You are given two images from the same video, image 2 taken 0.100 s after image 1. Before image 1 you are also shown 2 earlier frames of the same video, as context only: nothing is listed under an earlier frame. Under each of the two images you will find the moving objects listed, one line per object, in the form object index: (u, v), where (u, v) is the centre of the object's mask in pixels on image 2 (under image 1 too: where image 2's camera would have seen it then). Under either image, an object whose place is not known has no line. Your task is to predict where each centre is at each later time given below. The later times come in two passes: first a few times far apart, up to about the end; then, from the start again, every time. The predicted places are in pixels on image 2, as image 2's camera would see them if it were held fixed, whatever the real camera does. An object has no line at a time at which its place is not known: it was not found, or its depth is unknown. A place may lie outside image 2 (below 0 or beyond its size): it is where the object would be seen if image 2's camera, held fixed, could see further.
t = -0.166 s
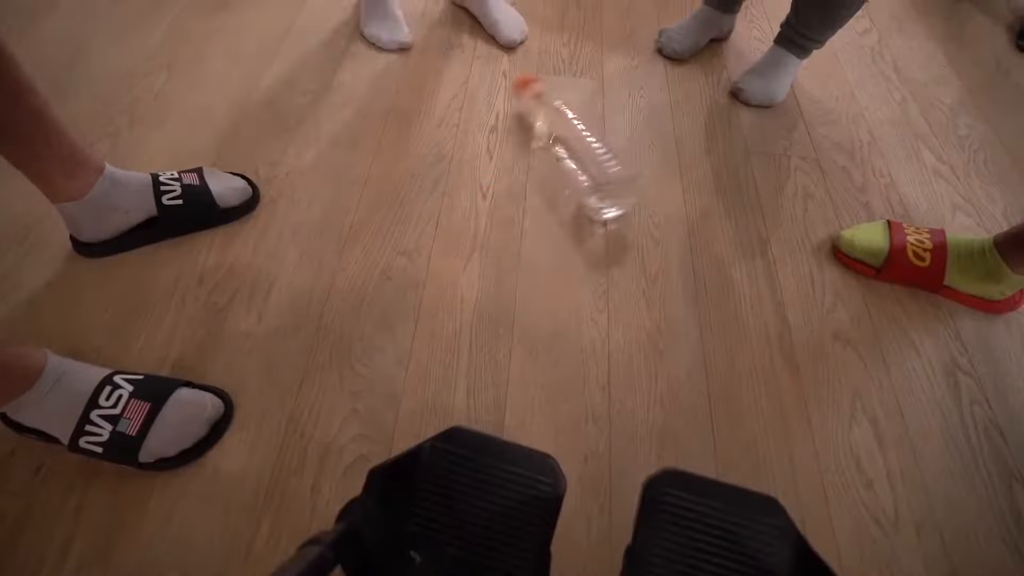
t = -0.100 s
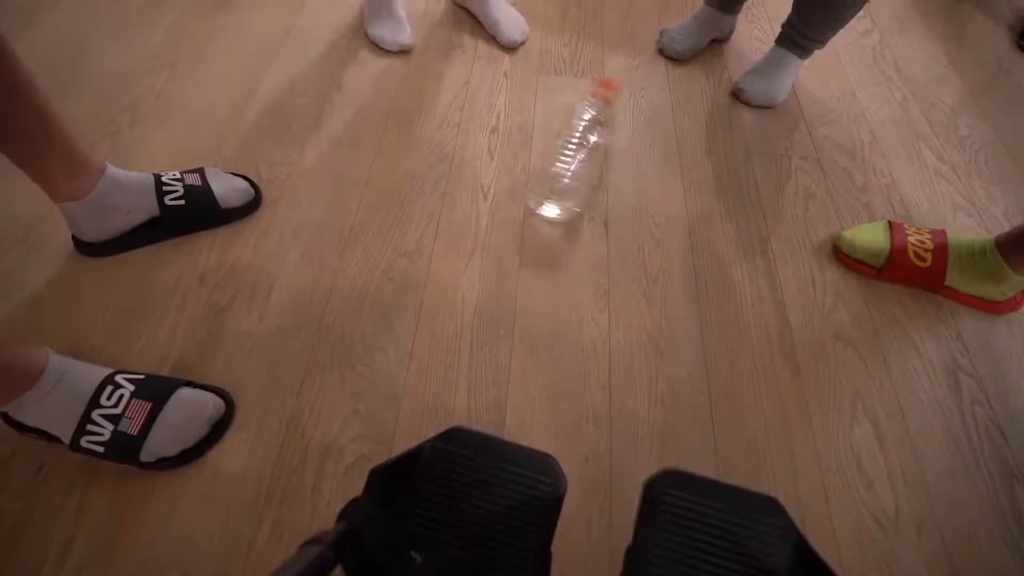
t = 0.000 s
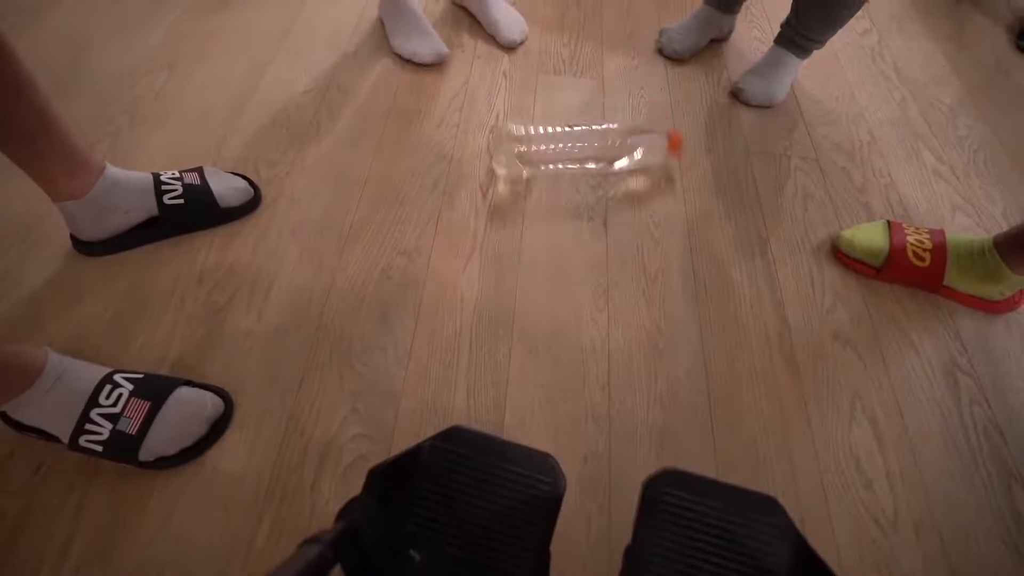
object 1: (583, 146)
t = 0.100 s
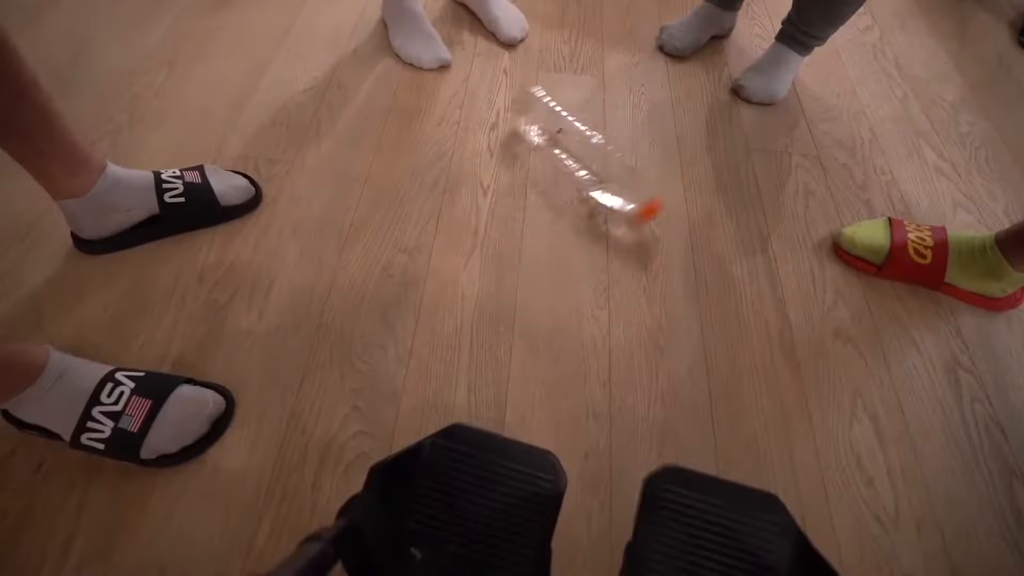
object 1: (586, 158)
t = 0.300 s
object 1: (570, 147)
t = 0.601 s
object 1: (574, 152)
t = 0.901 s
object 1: (579, 161)
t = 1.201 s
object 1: (578, 148)
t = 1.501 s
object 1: (575, 160)
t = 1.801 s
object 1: (576, 145)
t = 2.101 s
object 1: (577, 143)
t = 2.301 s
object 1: (576, 143)
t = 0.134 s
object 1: (583, 160)
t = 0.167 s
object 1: (576, 160)
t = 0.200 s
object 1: (572, 162)
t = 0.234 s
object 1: (570, 159)
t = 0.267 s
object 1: (569, 152)
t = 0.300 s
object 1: (570, 147)
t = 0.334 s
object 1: (567, 145)
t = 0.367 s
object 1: (571, 145)
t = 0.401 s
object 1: (575, 146)
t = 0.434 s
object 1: (575, 151)
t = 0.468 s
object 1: (579, 153)
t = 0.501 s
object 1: (574, 157)
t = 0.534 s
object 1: (574, 155)
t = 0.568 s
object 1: (577, 156)
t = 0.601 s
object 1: (574, 152)
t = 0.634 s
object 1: (575, 151)
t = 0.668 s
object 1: (577, 150)
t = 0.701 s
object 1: (581, 150)
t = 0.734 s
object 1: (580, 151)
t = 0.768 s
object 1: (582, 152)
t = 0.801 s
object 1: (582, 155)
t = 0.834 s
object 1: (584, 157)
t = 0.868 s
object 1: (582, 161)
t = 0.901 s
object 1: (579, 161)
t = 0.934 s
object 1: (577, 160)
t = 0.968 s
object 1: (576, 159)
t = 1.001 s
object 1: (574, 156)
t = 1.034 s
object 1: (574, 153)
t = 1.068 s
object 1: (575, 152)
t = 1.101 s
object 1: (574, 150)
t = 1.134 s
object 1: (572, 149)
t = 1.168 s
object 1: (572, 147)
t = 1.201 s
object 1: (578, 148)
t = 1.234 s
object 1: (580, 150)
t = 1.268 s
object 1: (580, 151)
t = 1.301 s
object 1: (581, 155)
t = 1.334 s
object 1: (582, 155)
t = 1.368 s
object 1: (581, 158)
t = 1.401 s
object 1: (579, 160)
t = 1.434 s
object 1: (578, 159)
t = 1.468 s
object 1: (576, 161)
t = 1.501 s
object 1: (575, 160)
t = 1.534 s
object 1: (573, 160)
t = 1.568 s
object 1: (572, 157)
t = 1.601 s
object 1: (575, 154)
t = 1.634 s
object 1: (574, 154)
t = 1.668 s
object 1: (574, 152)
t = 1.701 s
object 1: (575, 149)
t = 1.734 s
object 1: (574, 147)
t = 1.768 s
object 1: (573, 146)
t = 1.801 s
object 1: (576, 145)
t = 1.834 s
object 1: (576, 145)
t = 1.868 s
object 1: (576, 145)
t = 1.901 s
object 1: (576, 144)
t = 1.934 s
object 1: (576, 143)
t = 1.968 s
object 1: (577, 142)
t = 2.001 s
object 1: (577, 142)
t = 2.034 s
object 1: (577, 142)
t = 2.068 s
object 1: (577, 142)
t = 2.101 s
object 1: (577, 143)
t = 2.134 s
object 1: (577, 142)
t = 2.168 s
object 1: (577, 143)
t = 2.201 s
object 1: (577, 143)
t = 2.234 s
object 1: (577, 143)
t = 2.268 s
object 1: (577, 143)
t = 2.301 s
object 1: (576, 143)
